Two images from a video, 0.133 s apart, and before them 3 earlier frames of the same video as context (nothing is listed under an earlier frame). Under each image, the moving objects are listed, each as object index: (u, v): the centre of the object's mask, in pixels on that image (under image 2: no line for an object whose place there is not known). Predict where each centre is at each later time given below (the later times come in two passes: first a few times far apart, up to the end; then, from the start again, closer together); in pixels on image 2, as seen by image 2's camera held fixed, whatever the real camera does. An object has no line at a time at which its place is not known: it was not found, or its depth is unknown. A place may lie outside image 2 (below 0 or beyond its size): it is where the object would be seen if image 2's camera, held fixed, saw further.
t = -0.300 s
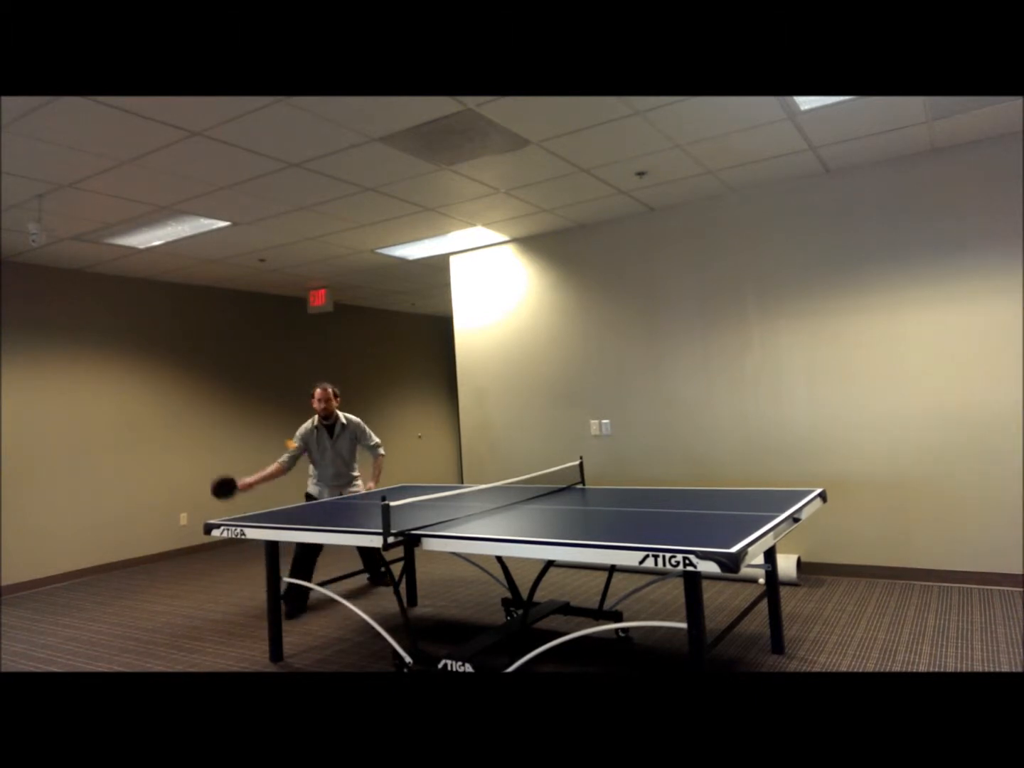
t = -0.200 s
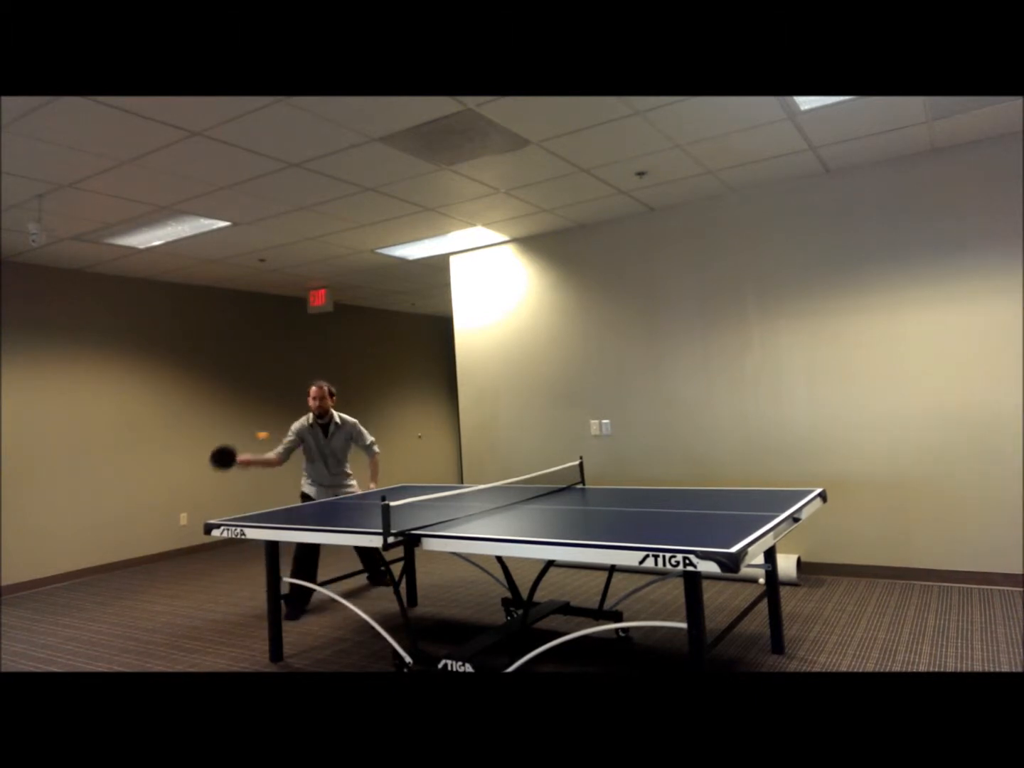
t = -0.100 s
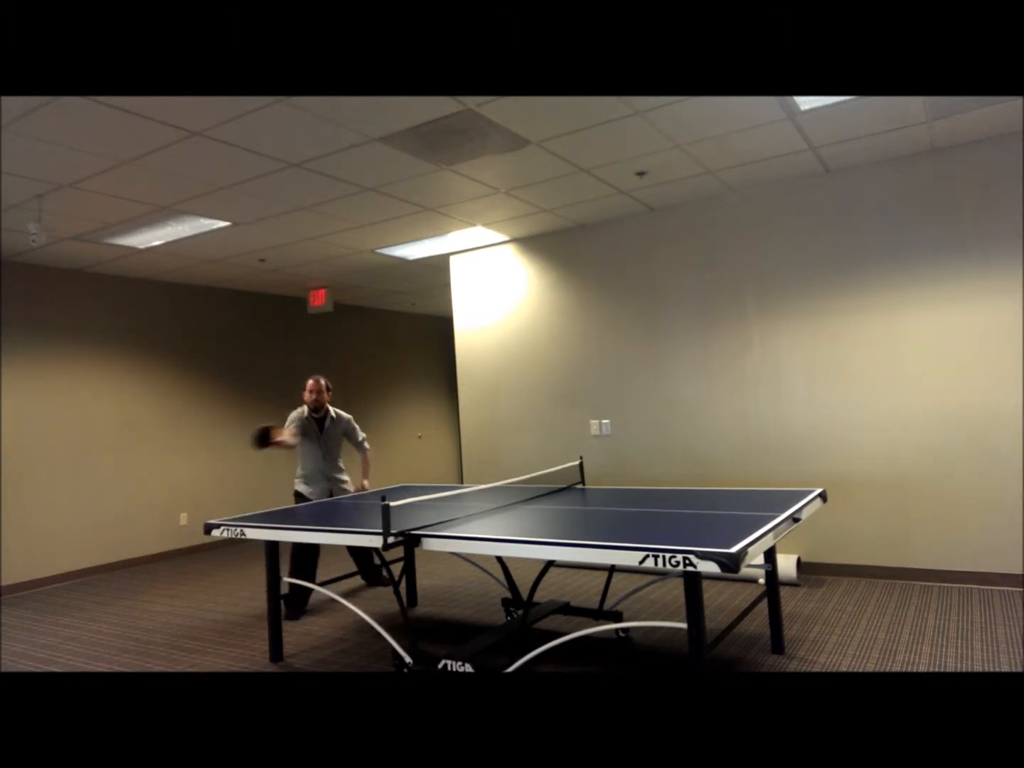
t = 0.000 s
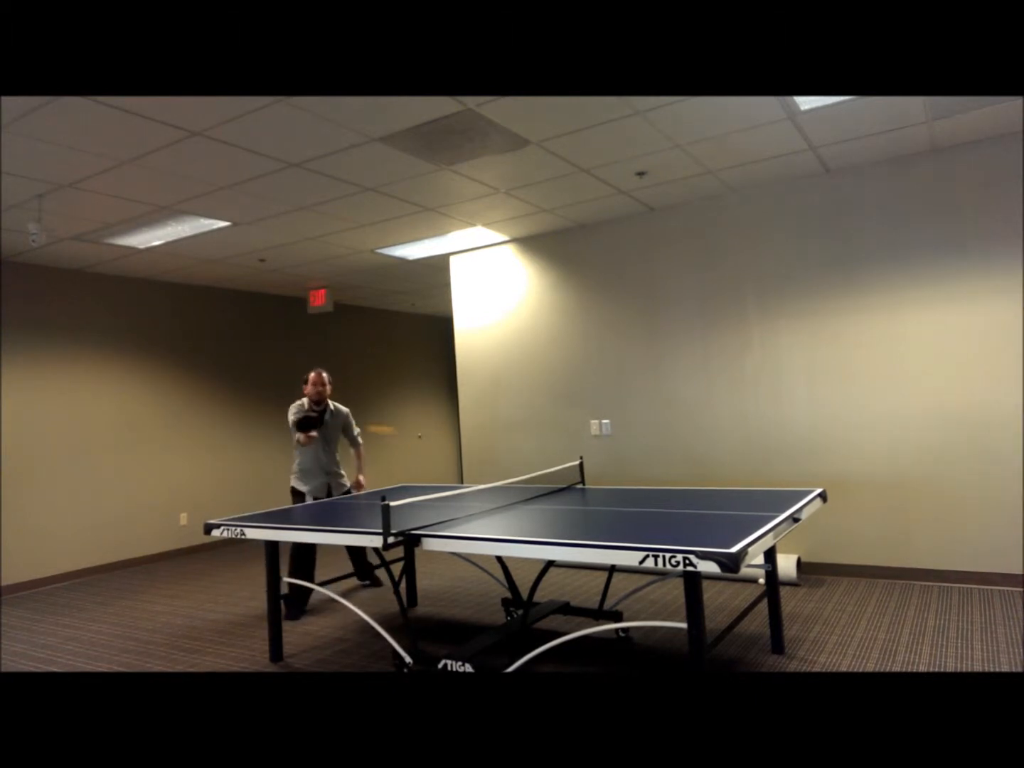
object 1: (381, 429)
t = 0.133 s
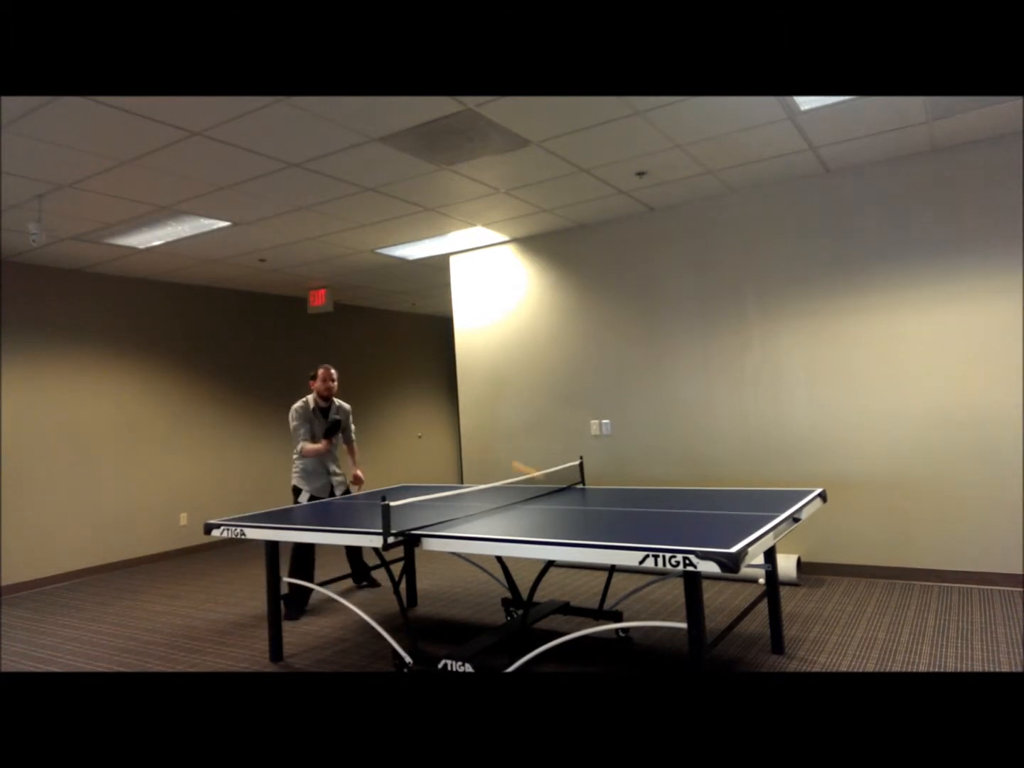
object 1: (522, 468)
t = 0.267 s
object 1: (671, 478)
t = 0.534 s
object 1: (976, 434)
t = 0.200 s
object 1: (607, 511)
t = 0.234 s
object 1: (639, 497)
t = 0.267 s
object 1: (671, 478)
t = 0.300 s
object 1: (703, 462)
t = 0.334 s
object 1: (736, 449)
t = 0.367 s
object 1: (771, 439)
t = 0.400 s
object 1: (809, 431)
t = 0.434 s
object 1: (848, 427)
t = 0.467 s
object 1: (888, 425)
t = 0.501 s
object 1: (931, 428)
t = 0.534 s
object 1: (976, 434)
